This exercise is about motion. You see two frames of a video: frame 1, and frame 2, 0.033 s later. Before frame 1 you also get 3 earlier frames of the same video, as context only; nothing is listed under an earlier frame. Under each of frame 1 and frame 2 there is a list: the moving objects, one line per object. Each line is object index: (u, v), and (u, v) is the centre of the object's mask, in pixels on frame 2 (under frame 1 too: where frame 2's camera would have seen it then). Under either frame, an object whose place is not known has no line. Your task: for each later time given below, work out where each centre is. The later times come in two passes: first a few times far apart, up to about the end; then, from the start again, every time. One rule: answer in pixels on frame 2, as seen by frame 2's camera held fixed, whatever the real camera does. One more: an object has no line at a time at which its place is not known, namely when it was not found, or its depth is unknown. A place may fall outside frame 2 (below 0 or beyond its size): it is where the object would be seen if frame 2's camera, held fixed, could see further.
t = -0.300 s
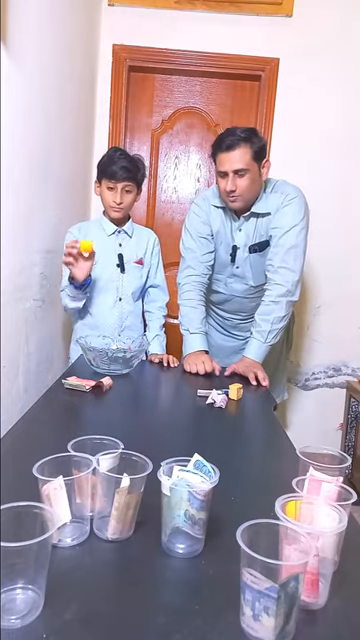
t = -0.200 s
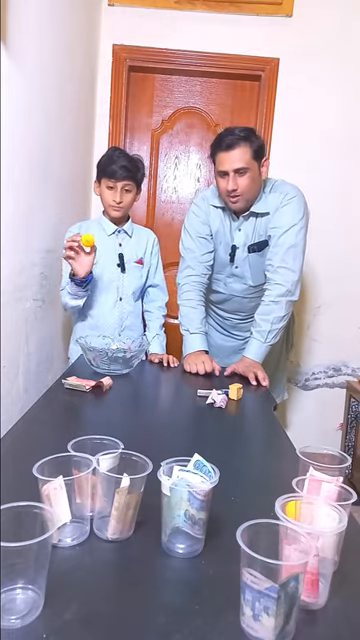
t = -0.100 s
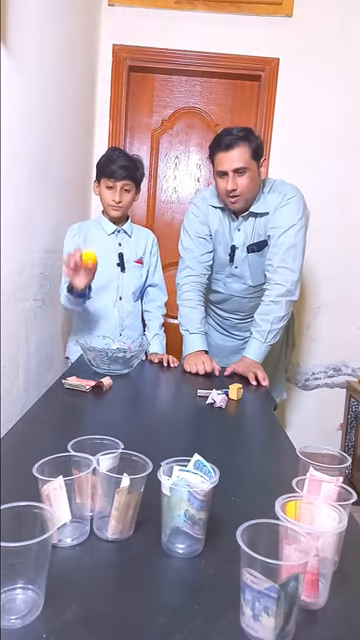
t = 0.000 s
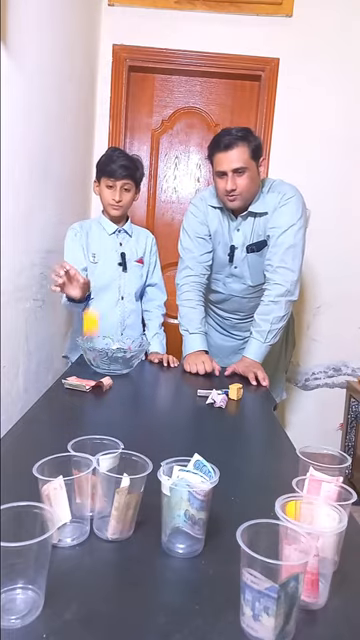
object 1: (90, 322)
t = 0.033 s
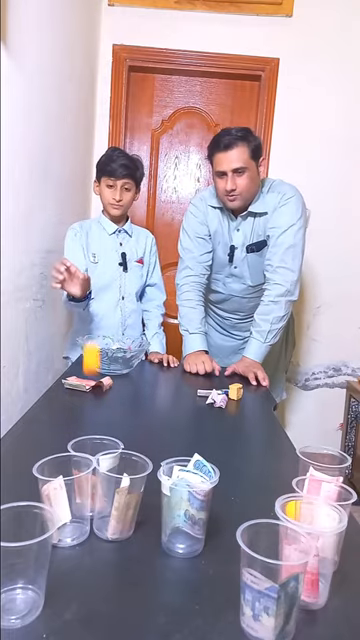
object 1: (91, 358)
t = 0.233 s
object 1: (107, 299)
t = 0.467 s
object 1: (120, 359)
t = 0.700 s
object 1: (128, 485)
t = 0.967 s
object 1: (134, 495)
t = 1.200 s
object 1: (135, 496)
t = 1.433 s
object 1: (138, 498)
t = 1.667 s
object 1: (136, 496)
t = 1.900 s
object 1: (135, 496)
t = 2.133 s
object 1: (134, 497)
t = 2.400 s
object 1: (138, 498)
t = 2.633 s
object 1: (138, 498)
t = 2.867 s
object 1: (138, 498)
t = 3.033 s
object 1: (138, 498)
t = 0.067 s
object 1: (92, 402)
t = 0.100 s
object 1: (94, 393)
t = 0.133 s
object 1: (97, 364)
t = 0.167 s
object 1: (100, 339)
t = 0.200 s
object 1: (103, 318)
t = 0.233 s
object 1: (107, 299)
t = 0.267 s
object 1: (110, 287)
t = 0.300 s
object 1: (112, 282)
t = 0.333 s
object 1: (114, 282)
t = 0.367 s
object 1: (116, 287)
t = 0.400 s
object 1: (118, 301)
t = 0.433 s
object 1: (119, 323)
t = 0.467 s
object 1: (120, 359)
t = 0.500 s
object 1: (120, 401)
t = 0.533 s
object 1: (121, 449)
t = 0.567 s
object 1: (126, 479)
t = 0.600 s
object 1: (129, 483)
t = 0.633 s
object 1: (130, 484)
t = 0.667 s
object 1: (130, 485)
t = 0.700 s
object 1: (128, 485)
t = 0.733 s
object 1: (126, 486)
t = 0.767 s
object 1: (128, 492)
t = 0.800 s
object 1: (132, 496)
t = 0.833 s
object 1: (134, 496)
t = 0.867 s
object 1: (135, 495)
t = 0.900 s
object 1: (134, 495)
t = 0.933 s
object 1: (134, 495)
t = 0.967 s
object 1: (134, 495)
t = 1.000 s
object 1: (135, 494)
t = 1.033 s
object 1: (135, 495)
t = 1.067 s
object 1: (134, 496)
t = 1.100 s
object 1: (135, 495)
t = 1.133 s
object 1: (134, 496)
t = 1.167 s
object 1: (134, 496)
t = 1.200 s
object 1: (135, 496)
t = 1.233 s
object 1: (135, 496)
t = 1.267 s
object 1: (135, 496)
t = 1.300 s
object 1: (135, 496)
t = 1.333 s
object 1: (135, 496)
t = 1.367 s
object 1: (135, 496)
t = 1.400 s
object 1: (138, 498)
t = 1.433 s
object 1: (138, 498)
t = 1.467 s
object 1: (138, 498)
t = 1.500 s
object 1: (134, 497)
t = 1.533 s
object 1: (136, 496)
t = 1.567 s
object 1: (136, 496)
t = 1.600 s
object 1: (136, 496)
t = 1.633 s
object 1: (136, 496)
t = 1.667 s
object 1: (136, 496)
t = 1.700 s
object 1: (138, 498)
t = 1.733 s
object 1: (135, 496)
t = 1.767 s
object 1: (135, 496)
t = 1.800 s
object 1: (138, 498)
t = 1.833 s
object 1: (138, 498)
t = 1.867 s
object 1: (138, 499)
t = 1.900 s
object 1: (135, 496)
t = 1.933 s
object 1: (134, 497)
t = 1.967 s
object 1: (138, 498)
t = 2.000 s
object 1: (138, 498)
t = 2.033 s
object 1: (134, 497)
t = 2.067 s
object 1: (138, 499)
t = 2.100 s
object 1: (138, 498)
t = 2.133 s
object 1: (134, 497)
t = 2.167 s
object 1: (134, 497)
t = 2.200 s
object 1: (134, 497)
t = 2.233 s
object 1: (134, 497)
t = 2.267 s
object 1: (134, 497)
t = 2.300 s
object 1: (138, 498)
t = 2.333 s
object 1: (138, 498)
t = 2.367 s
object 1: (138, 498)
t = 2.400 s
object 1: (138, 498)
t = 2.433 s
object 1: (138, 498)
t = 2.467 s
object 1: (138, 498)
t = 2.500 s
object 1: (138, 498)
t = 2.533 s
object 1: (138, 498)
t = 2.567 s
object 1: (138, 498)
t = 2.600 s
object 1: (138, 498)
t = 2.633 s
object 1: (138, 498)
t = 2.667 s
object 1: (138, 498)
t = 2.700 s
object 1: (138, 498)
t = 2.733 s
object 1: (138, 498)
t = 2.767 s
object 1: (138, 498)
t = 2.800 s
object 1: (138, 498)
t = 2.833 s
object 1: (138, 498)
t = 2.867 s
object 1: (138, 498)
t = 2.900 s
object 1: (138, 498)
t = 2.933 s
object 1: (138, 498)
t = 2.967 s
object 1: (138, 498)
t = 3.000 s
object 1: (138, 498)
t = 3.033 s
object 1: (138, 498)
